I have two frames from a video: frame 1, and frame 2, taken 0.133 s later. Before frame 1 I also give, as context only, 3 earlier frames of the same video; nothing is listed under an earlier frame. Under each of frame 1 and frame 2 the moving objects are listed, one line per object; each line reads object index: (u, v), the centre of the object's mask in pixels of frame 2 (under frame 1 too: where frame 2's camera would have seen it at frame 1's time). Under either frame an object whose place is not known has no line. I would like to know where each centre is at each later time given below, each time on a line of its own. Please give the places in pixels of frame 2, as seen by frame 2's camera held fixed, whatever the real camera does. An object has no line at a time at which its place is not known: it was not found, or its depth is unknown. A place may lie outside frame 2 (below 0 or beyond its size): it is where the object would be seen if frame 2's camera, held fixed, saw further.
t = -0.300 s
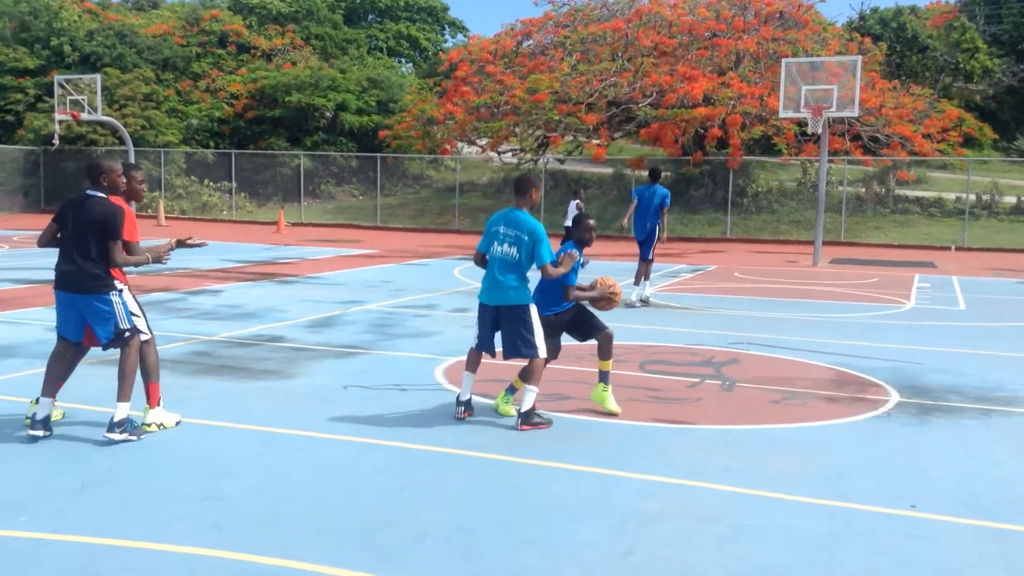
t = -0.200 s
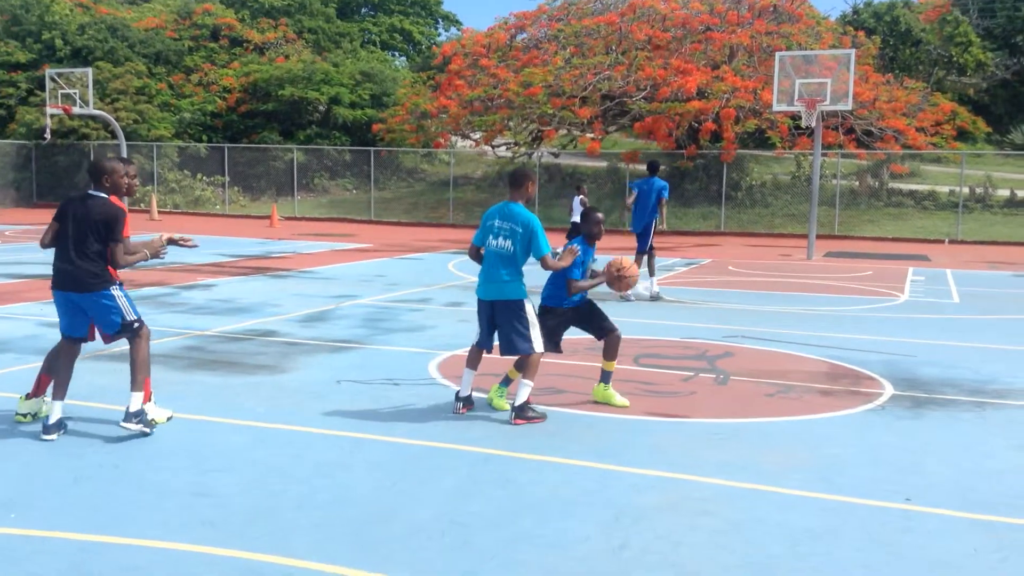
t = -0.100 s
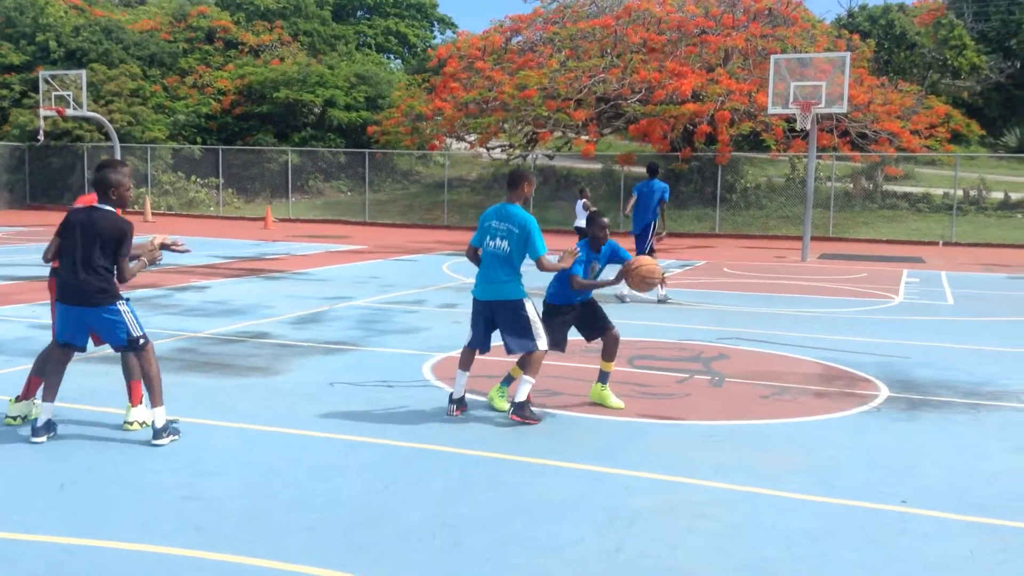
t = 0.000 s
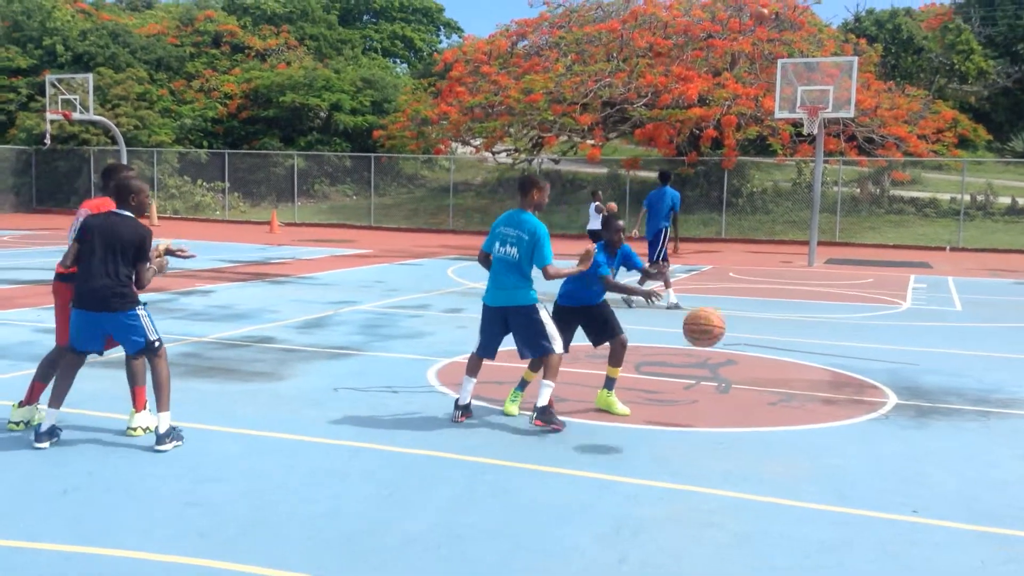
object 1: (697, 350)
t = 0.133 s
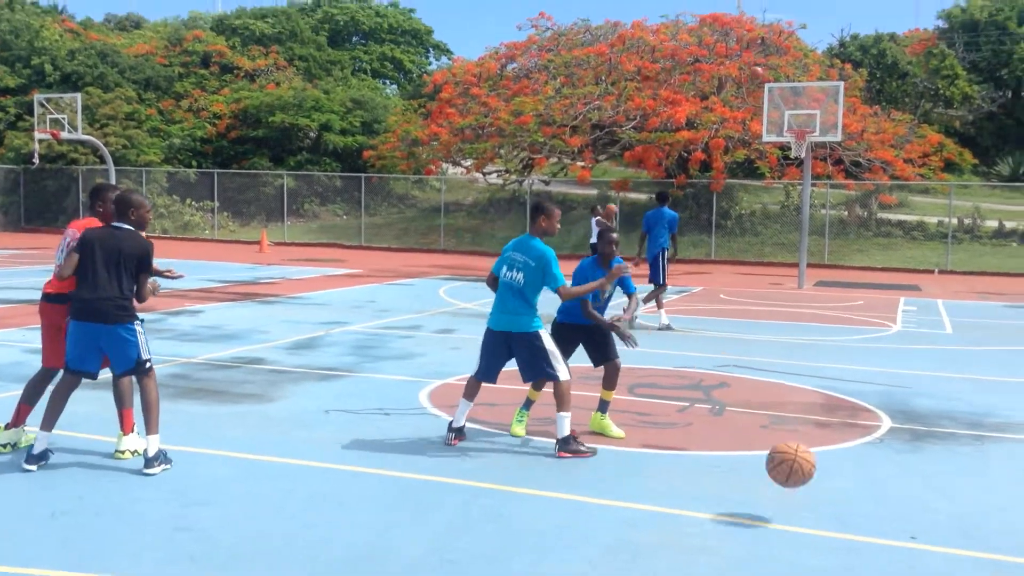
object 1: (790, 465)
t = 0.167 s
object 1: (814, 503)
